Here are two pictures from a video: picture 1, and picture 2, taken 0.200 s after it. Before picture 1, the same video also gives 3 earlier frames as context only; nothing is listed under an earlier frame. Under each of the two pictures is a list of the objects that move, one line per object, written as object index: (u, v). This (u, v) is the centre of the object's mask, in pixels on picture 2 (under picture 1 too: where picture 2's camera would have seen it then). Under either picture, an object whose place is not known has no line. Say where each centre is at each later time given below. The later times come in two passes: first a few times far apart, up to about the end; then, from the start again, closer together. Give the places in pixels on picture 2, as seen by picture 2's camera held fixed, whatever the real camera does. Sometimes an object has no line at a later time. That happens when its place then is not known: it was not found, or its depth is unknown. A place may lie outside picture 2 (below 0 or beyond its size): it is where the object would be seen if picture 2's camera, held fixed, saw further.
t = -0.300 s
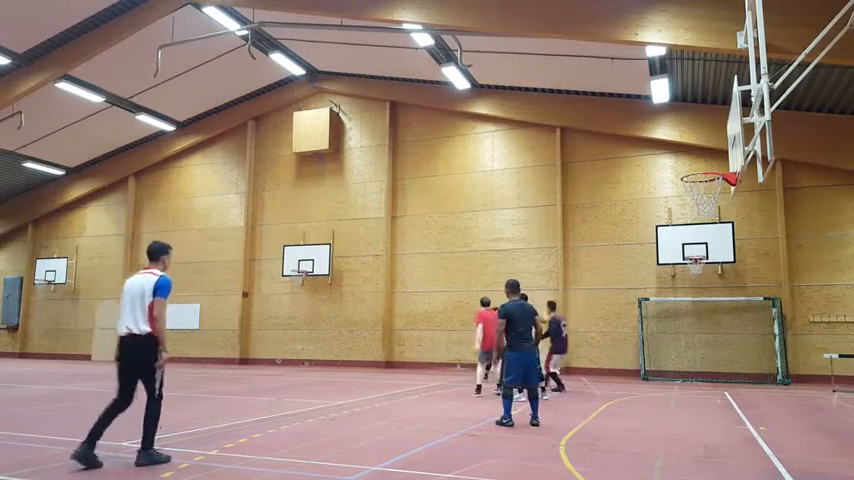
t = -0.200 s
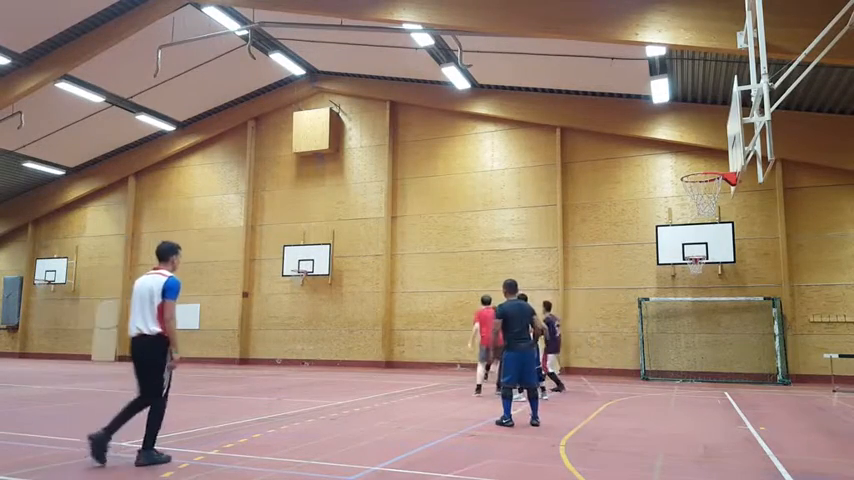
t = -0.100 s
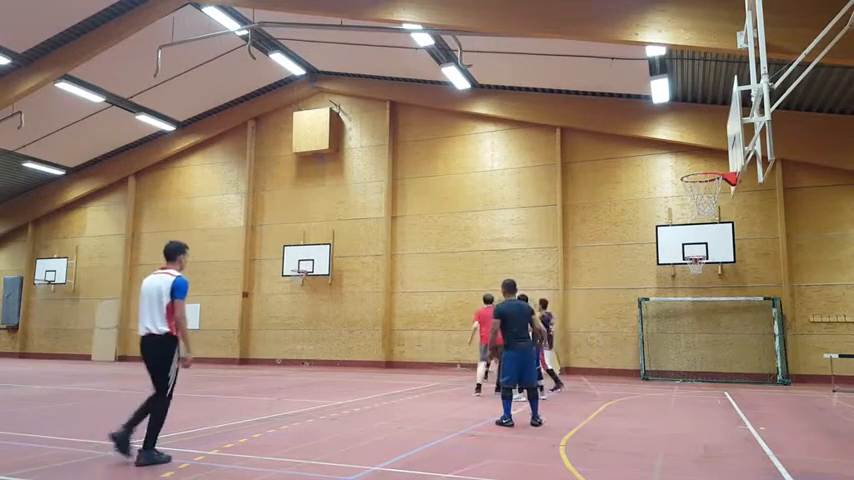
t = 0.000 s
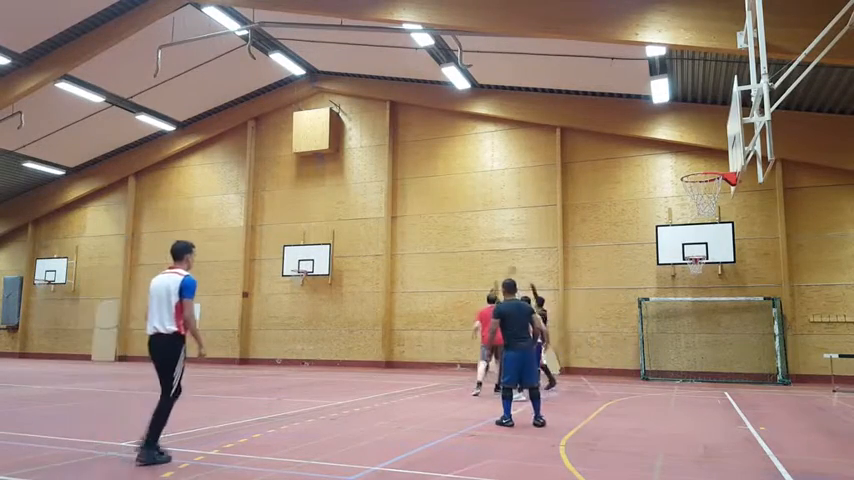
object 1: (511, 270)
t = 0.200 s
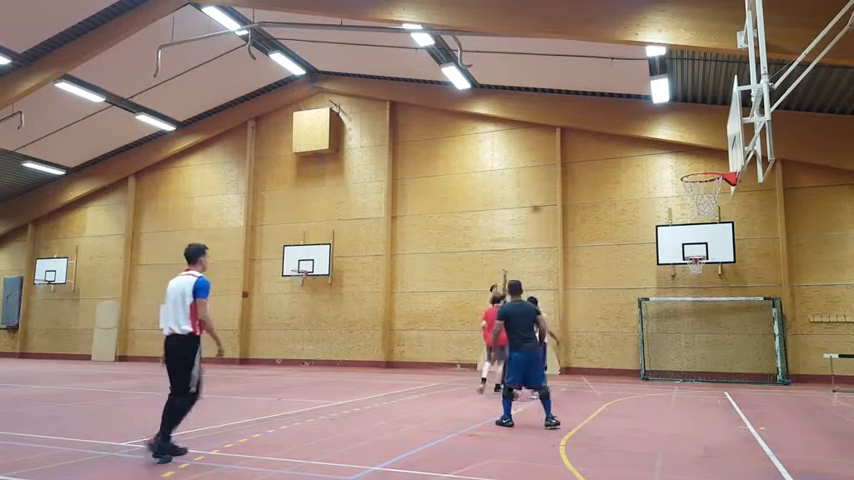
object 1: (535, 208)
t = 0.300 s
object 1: (549, 179)
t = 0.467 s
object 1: (572, 140)
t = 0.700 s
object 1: (610, 104)
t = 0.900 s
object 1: (647, 95)
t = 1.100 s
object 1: (693, 106)
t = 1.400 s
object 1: (677, 175)
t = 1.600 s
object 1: (613, 192)
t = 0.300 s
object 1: (549, 179)
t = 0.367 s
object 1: (560, 162)
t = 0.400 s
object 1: (564, 153)
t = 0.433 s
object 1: (567, 146)
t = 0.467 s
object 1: (572, 140)
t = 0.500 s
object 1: (577, 134)
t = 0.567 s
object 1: (588, 122)
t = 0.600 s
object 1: (593, 116)
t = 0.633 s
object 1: (599, 111)
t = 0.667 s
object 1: (605, 107)
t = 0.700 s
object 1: (610, 104)
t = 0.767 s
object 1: (622, 98)
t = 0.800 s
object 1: (629, 97)
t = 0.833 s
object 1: (634, 95)
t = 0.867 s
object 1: (642, 94)
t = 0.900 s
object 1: (647, 95)
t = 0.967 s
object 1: (662, 97)
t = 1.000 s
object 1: (672, 96)
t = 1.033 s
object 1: (678, 98)
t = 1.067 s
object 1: (684, 101)
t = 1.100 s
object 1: (693, 106)
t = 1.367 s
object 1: (685, 167)
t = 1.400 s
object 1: (677, 175)
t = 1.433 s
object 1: (666, 176)
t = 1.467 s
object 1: (655, 179)
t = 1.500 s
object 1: (646, 181)
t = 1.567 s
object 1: (623, 186)
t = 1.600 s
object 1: (613, 192)
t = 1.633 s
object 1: (603, 198)
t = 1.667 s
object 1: (594, 204)
